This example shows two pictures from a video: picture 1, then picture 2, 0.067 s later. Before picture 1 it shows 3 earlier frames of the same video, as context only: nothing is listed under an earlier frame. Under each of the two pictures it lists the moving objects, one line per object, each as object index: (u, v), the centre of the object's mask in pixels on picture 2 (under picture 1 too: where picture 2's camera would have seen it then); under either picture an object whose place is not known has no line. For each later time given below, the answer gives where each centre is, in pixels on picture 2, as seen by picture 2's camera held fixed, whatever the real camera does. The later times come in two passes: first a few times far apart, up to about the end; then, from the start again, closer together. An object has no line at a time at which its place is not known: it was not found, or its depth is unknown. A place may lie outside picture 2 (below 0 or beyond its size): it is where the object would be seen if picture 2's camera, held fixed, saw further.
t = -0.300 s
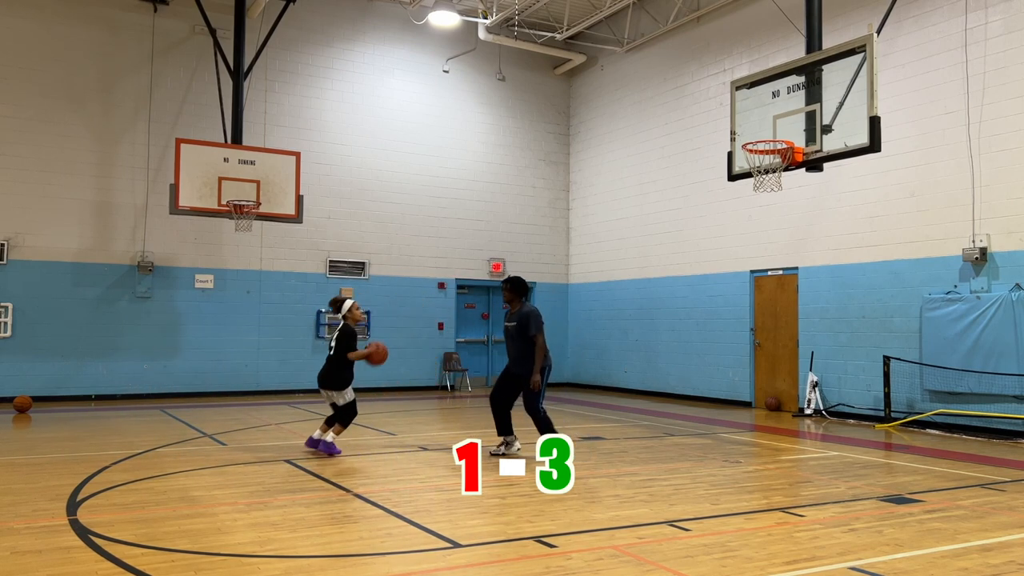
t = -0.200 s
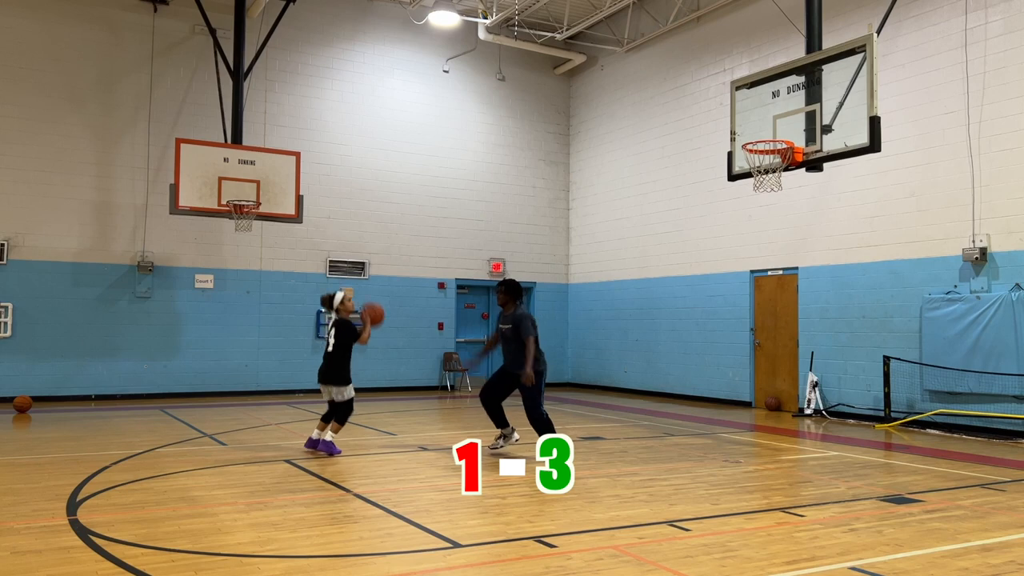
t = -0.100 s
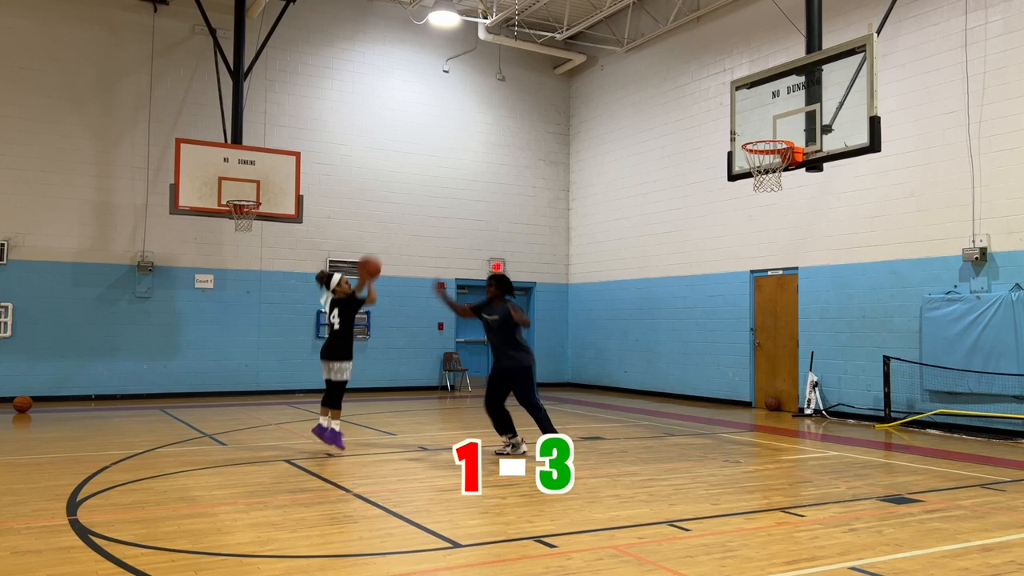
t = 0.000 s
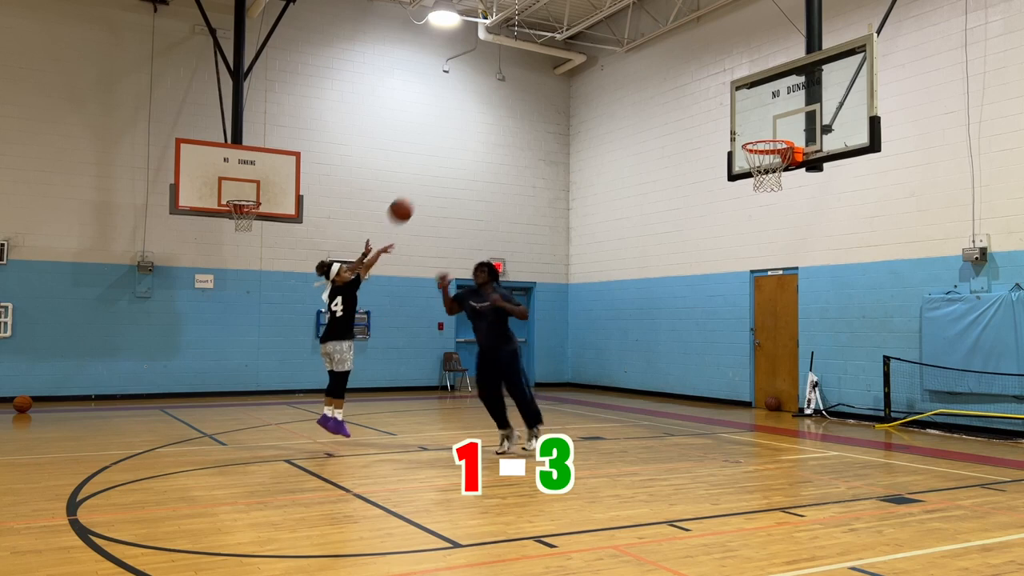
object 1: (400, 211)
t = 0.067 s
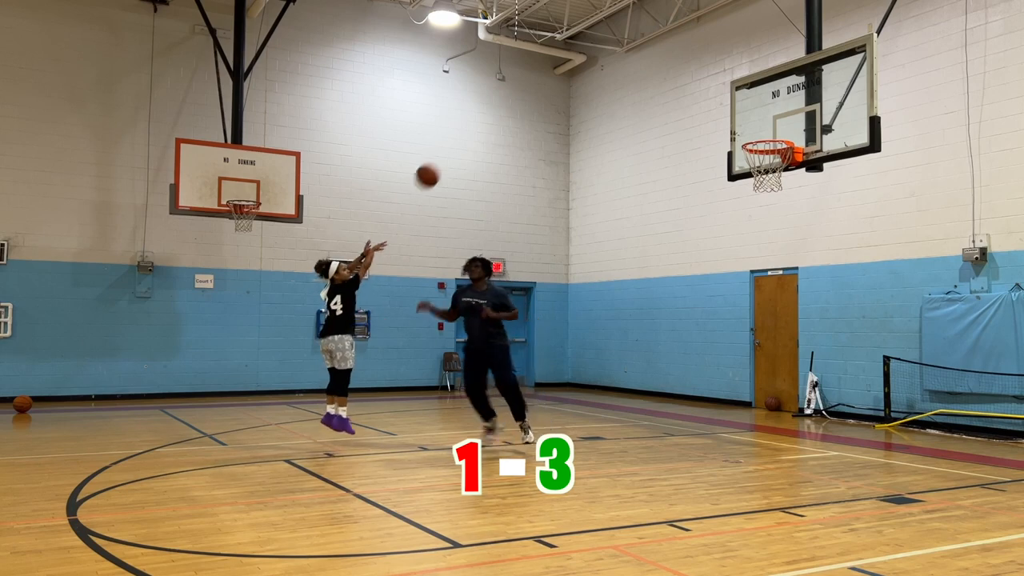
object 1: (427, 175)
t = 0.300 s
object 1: (517, 88)
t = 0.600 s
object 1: (628, 52)
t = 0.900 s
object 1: (738, 103)
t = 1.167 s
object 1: (755, 114)
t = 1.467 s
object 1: (718, 98)
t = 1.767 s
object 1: (682, 169)
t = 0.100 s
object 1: (440, 160)
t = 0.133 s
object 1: (453, 145)
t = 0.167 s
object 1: (466, 131)
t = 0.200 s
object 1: (479, 119)
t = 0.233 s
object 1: (491, 108)
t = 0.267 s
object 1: (504, 97)
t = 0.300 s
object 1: (517, 88)
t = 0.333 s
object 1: (529, 80)
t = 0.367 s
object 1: (542, 72)
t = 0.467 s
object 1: (580, 58)
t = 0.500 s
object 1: (592, 55)
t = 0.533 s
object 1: (605, 53)
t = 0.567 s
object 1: (616, 52)
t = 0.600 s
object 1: (628, 52)
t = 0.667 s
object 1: (653, 56)
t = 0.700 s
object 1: (665, 60)
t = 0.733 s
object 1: (677, 64)
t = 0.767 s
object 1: (689, 70)
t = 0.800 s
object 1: (701, 76)
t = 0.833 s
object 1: (714, 84)
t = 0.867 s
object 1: (726, 93)
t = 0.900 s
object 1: (738, 103)
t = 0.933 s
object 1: (750, 114)
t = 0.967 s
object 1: (762, 125)
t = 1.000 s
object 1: (775, 134)
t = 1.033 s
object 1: (773, 139)
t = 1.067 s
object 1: (768, 136)
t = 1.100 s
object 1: (764, 129)
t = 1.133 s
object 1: (759, 121)
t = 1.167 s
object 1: (755, 114)
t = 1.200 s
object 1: (751, 108)
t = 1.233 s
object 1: (748, 103)
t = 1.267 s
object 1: (743, 98)
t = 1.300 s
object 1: (739, 96)
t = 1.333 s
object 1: (735, 94)
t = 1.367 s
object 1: (731, 94)
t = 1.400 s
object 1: (727, 94)
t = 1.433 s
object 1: (723, 95)
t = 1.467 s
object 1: (718, 98)
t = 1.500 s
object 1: (715, 101)
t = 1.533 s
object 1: (710, 106)
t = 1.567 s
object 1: (706, 112)
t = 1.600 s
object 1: (702, 119)
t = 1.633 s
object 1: (698, 127)
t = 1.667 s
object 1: (694, 136)
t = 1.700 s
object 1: (690, 146)
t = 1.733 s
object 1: (686, 157)
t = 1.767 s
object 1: (682, 169)
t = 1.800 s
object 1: (678, 182)
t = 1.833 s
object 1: (674, 197)
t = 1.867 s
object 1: (670, 212)
